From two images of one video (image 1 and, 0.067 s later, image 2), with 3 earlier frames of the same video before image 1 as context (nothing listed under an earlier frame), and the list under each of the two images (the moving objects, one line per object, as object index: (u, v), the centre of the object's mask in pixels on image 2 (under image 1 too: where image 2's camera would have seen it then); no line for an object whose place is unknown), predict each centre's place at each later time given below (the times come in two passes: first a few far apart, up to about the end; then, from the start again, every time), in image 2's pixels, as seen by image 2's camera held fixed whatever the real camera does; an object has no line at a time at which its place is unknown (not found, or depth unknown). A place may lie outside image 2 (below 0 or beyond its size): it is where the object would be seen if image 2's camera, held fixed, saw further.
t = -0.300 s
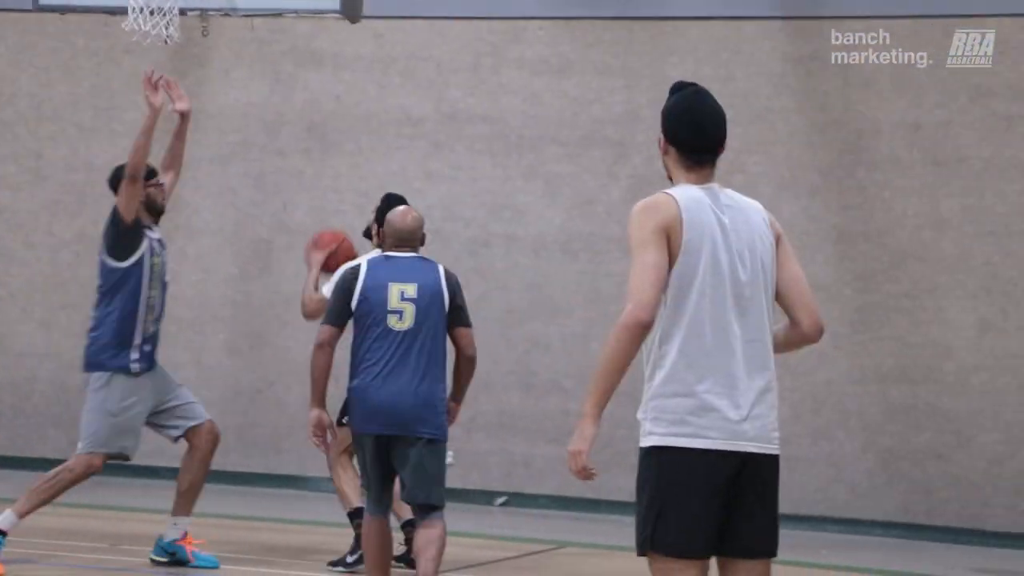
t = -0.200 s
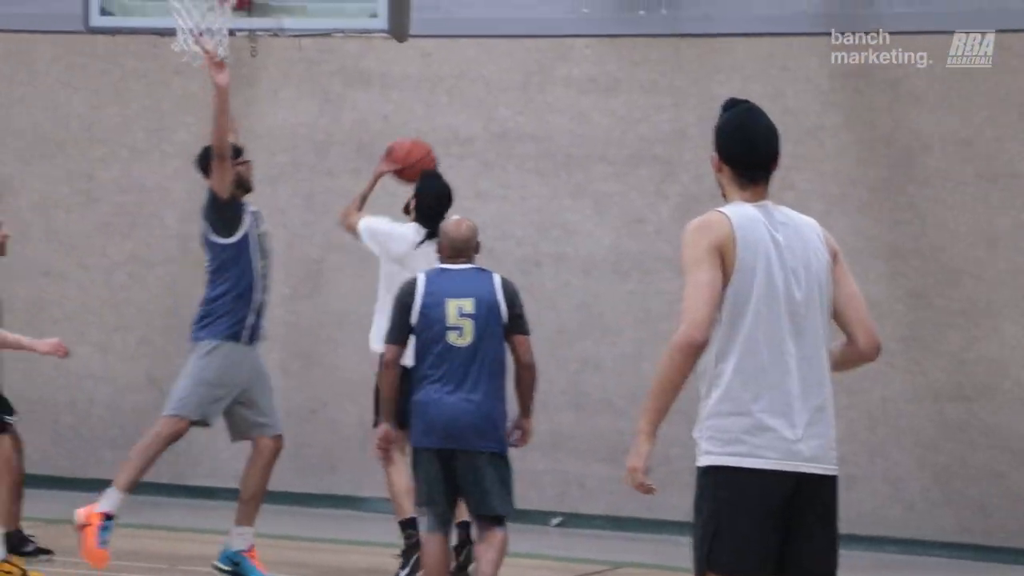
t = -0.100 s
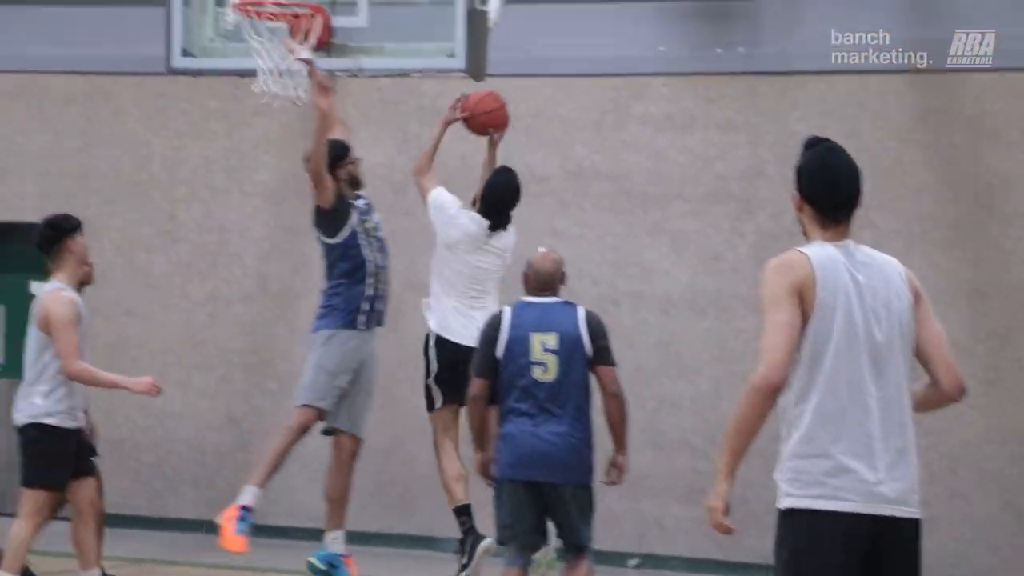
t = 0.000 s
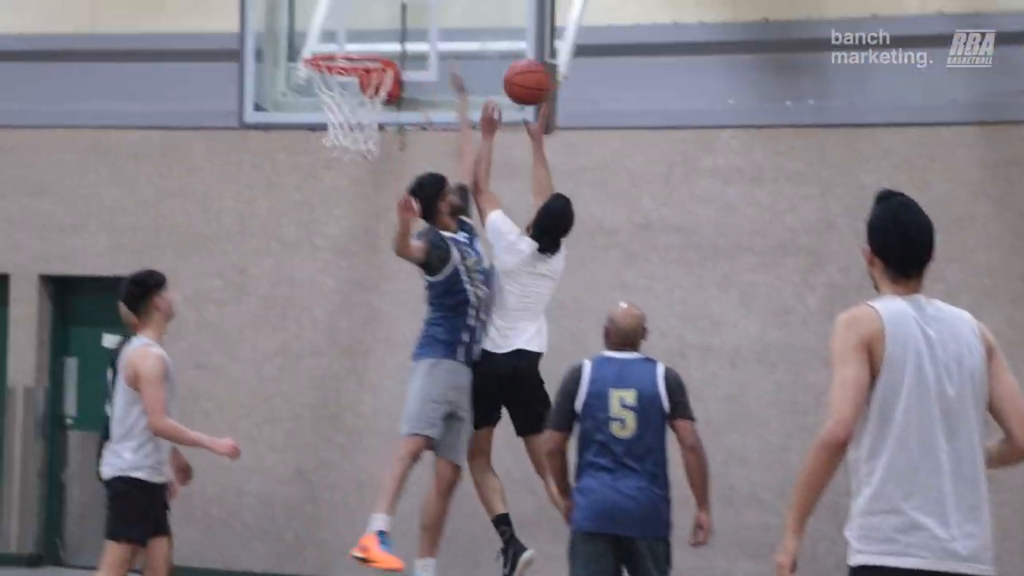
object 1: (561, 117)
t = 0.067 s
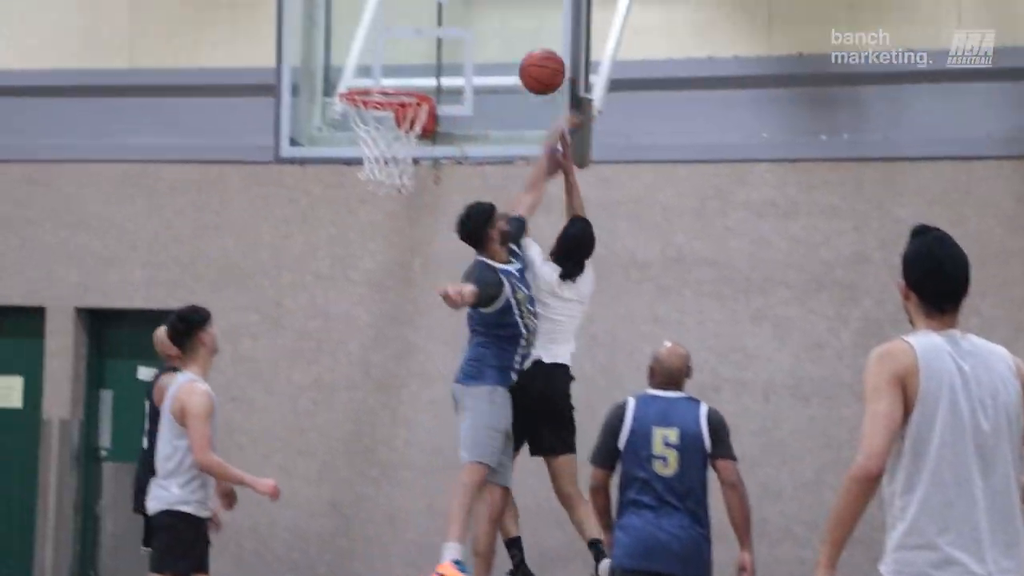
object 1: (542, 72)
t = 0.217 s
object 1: (499, 9)
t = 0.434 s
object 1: (433, 14)
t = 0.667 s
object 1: (376, 113)
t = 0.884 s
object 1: (407, 253)
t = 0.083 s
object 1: (537, 61)
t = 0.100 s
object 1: (533, 52)
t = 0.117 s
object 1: (528, 44)
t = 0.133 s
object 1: (523, 36)
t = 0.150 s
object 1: (518, 28)
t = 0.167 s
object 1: (514, 21)
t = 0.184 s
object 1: (509, 16)
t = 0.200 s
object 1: (504, 13)
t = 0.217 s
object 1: (499, 9)
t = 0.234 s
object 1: (494, 7)
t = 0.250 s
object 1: (489, 4)
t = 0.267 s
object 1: (484, 3)
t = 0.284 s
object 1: (479, 1)
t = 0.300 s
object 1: (474, 0)
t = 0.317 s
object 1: (469, 0)
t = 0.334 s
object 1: (464, 1)
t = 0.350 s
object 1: (459, 1)
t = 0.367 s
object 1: (454, 3)
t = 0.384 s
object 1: (449, 5)
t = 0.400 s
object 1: (444, 7)
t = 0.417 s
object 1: (438, 10)
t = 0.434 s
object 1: (433, 14)
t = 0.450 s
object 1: (428, 18)
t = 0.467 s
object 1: (423, 22)
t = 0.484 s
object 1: (417, 27)
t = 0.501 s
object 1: (412, 32)
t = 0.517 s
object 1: (407, 39)
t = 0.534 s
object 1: (401, 45)
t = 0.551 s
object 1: (396, 52)
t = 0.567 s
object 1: (391, 60)
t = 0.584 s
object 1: (385, 68)
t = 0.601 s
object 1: (380, 75)
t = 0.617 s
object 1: (374, 87)
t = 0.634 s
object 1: (371, 95)
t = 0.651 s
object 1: (373, 104)
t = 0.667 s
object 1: (376, 113)
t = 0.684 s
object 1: (379, 119)
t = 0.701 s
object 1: (382, 128)
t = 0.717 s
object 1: (384, 140)
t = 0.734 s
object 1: (387, 150)
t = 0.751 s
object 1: (390, 161)
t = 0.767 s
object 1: (392, 171)
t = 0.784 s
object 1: (392, 189)
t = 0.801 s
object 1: (396, 195)
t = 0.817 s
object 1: (399, 202)
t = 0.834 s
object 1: (401, 214)
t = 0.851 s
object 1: (403, 227)
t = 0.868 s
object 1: (405, 239)
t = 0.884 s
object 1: (407, 253)
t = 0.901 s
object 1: (409, 267)
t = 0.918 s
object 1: (411, 282)
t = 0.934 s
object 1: (413, 296)
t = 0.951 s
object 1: (414, 313)
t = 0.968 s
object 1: (416, 329)
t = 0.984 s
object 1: (418, 346)
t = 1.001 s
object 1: (420, 364)
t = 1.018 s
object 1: (423, 381)
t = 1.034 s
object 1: (424, 399)
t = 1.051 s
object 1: (425, 418)
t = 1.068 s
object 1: (426, 437)
